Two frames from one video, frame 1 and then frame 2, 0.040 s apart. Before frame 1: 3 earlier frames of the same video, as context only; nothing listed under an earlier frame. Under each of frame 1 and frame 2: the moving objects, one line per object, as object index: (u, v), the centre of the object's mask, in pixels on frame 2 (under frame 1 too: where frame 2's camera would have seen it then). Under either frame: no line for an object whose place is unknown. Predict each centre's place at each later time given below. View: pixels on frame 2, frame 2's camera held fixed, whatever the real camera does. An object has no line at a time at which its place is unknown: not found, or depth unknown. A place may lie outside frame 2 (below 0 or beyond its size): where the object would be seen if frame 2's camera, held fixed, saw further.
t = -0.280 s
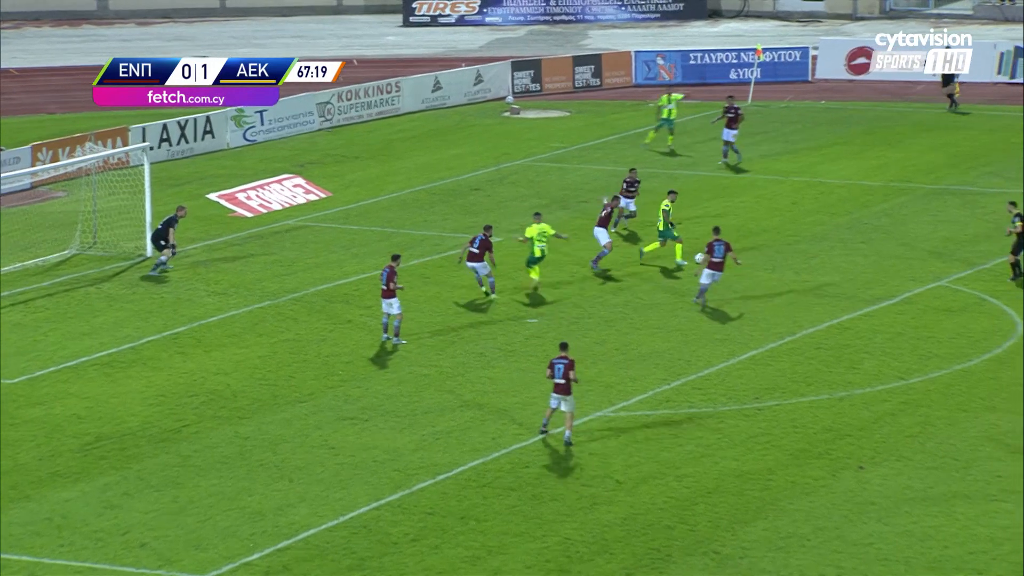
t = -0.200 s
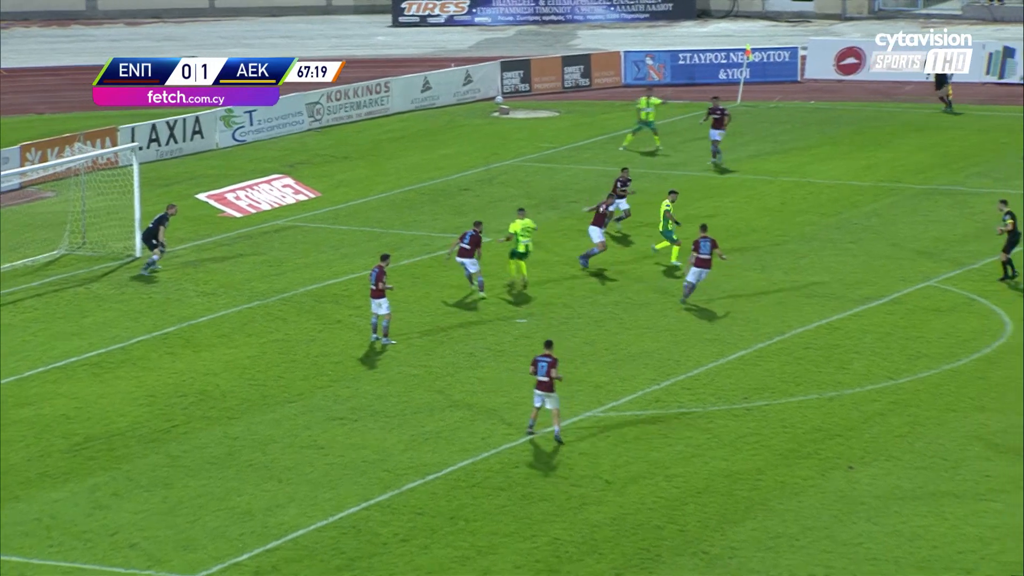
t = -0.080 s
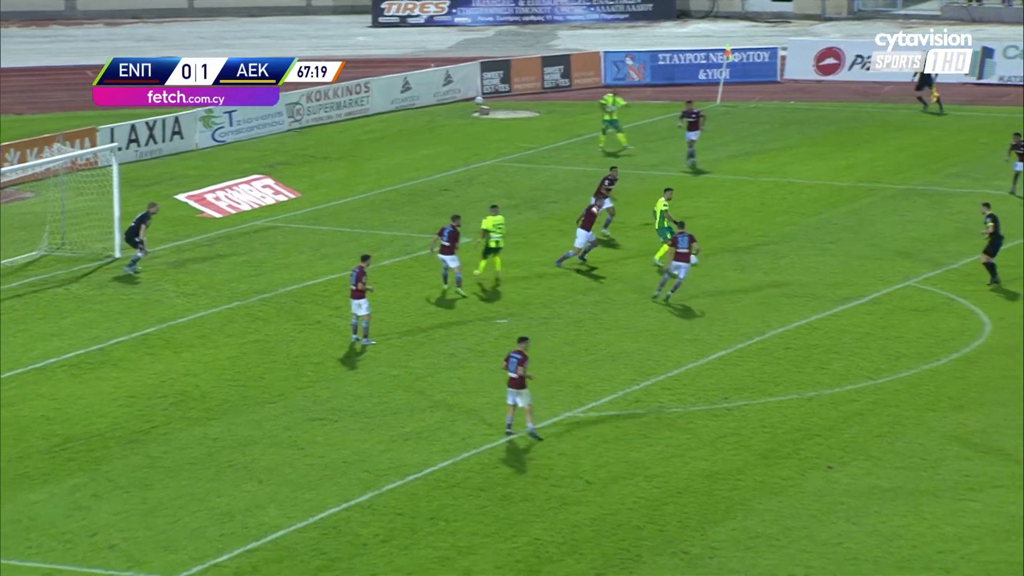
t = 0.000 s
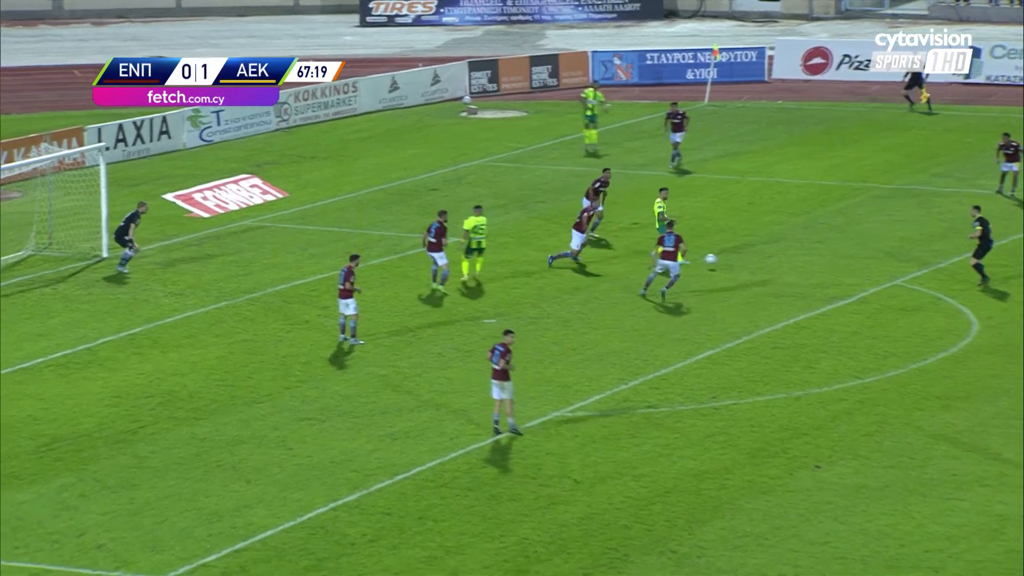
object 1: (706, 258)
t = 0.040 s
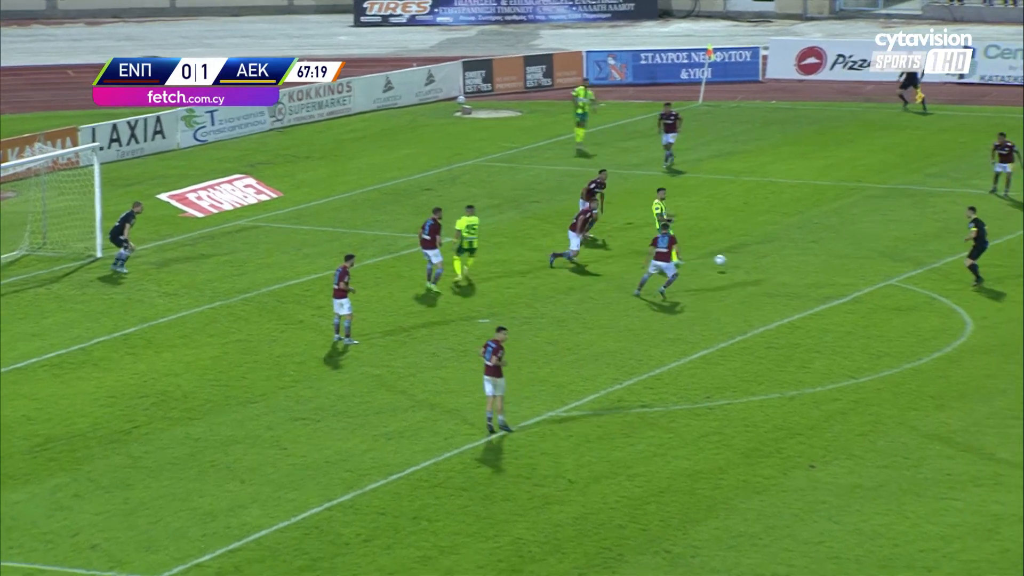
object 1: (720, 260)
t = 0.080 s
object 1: (735, 262)
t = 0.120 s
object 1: (749, 265)
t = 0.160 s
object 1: (764, 269)
